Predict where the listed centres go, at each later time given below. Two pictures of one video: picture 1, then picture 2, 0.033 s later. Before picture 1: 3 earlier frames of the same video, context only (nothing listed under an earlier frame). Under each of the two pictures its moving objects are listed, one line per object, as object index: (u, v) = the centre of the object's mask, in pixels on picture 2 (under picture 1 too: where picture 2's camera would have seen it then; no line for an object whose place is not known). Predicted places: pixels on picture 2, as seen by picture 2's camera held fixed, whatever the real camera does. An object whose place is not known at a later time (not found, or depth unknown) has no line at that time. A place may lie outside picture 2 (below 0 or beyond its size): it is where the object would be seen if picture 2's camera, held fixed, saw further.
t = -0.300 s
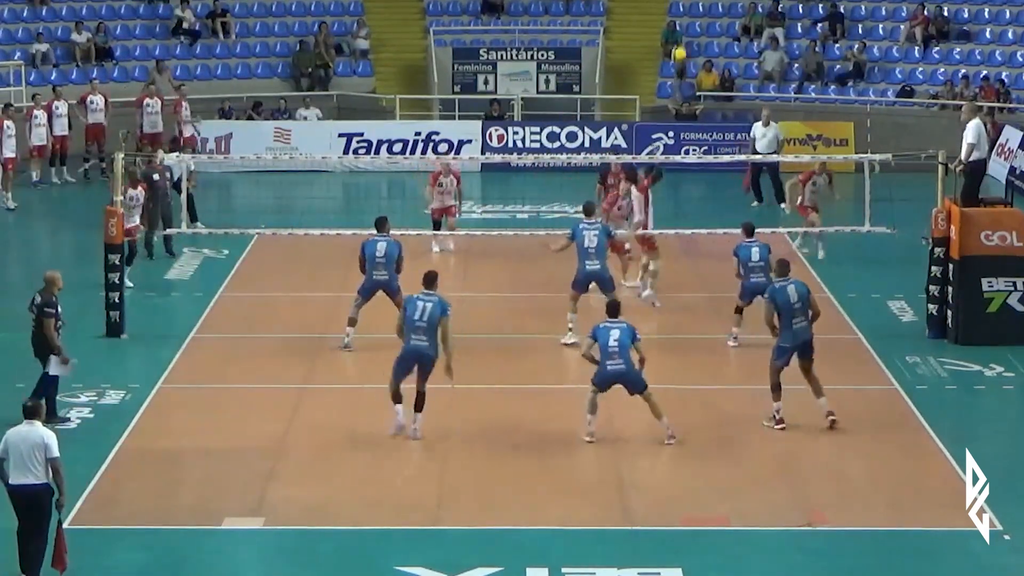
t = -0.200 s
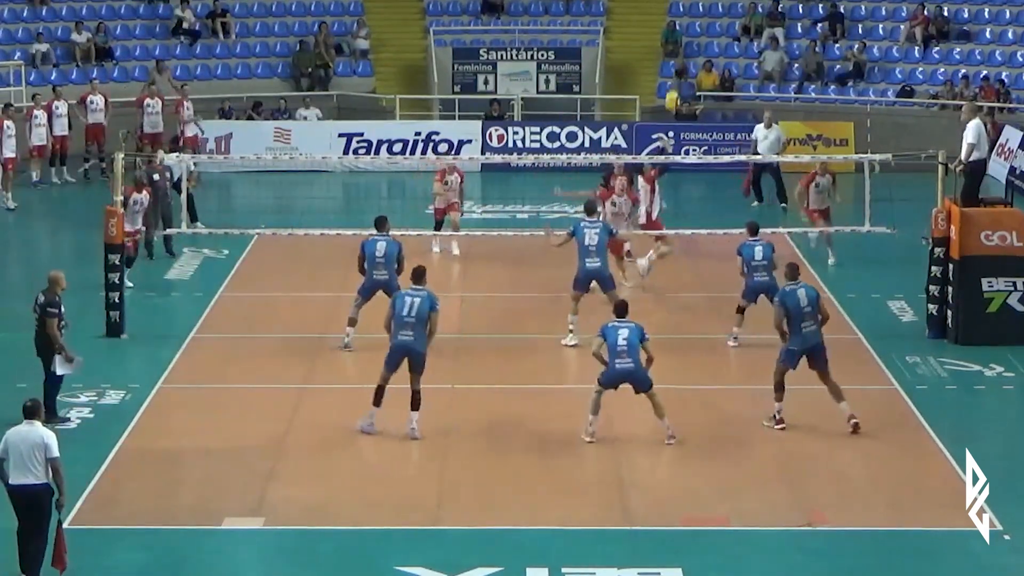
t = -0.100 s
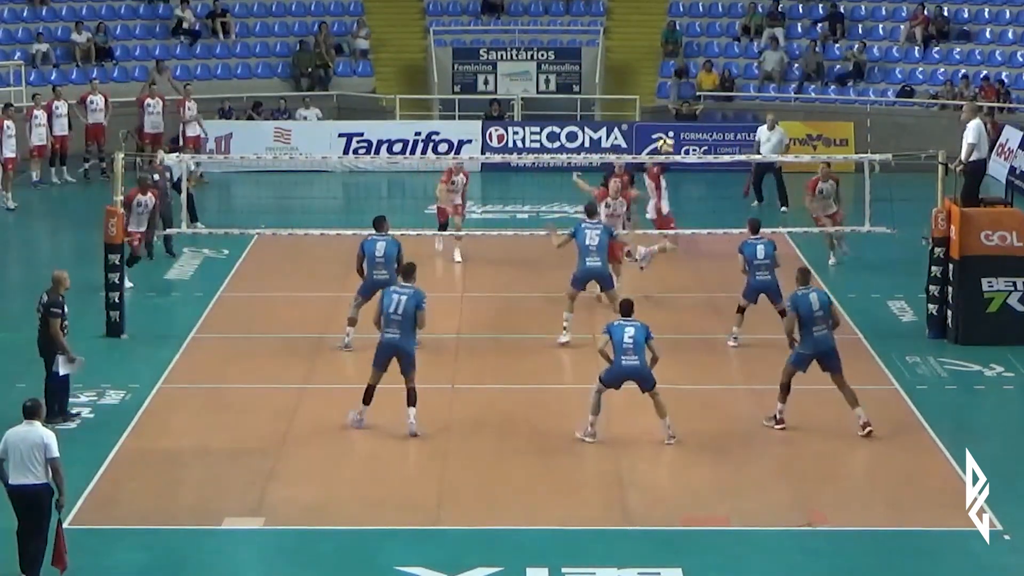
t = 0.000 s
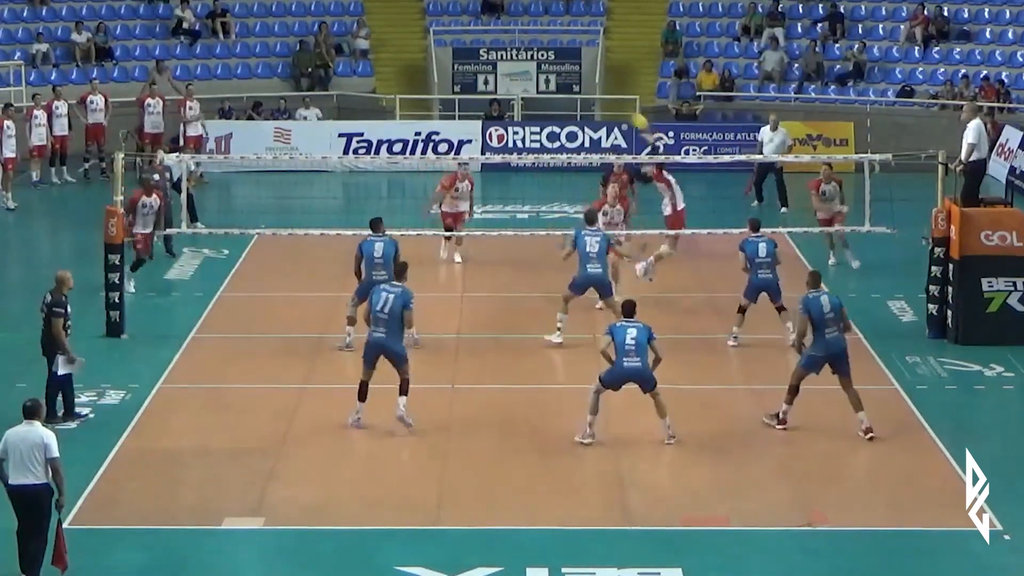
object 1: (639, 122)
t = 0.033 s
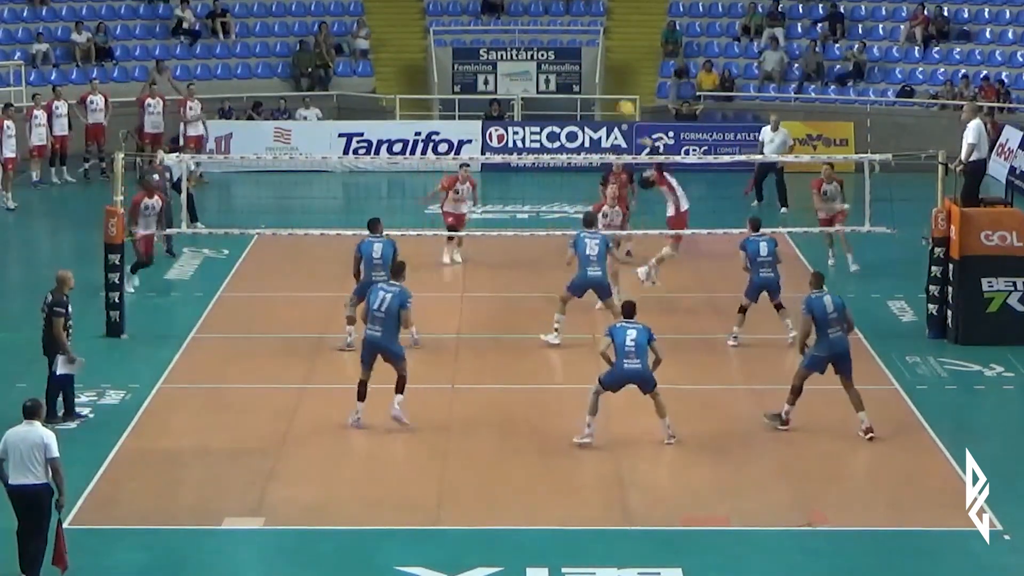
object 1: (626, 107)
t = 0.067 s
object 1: (614, 94)
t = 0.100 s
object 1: (601, 83)
